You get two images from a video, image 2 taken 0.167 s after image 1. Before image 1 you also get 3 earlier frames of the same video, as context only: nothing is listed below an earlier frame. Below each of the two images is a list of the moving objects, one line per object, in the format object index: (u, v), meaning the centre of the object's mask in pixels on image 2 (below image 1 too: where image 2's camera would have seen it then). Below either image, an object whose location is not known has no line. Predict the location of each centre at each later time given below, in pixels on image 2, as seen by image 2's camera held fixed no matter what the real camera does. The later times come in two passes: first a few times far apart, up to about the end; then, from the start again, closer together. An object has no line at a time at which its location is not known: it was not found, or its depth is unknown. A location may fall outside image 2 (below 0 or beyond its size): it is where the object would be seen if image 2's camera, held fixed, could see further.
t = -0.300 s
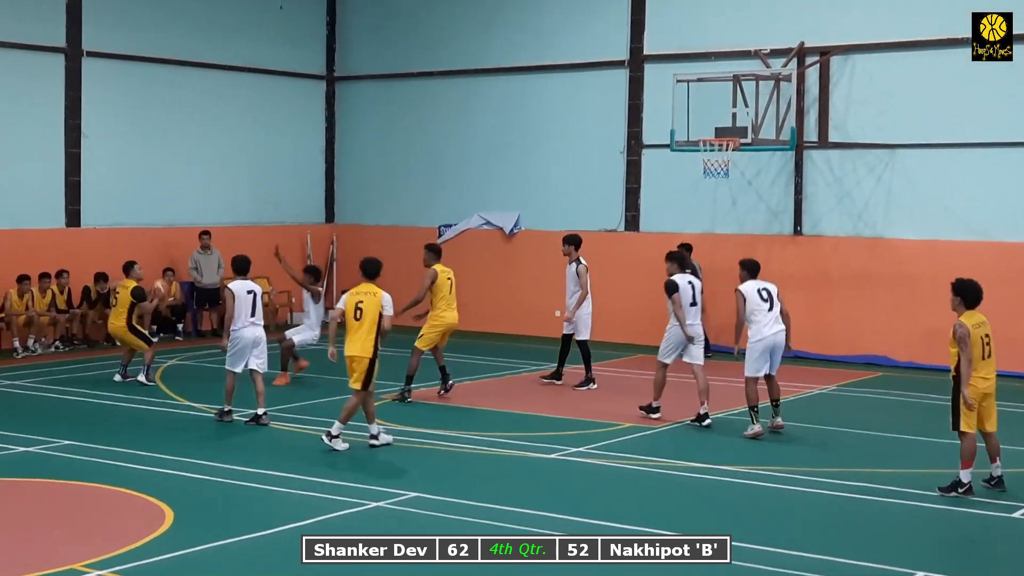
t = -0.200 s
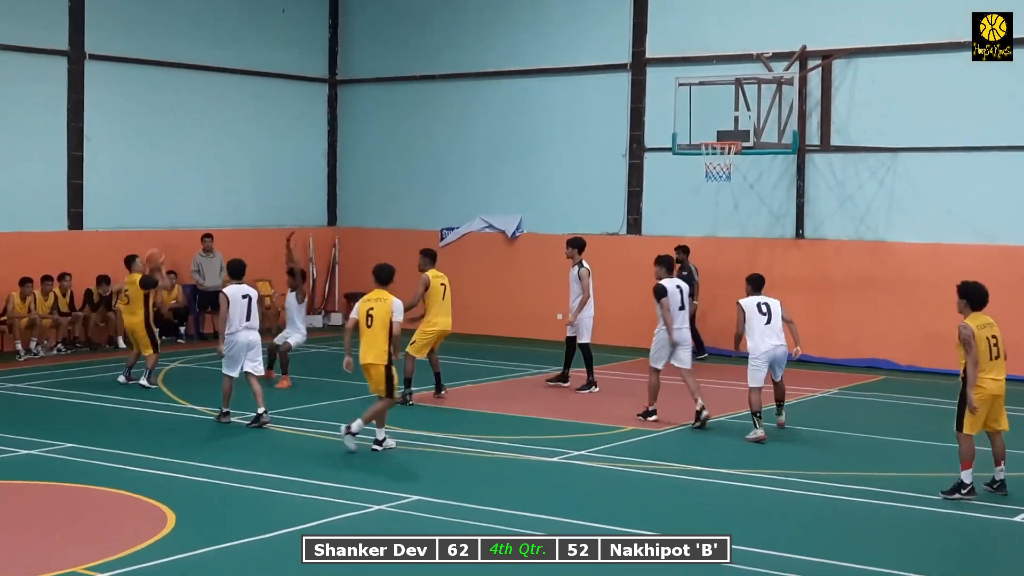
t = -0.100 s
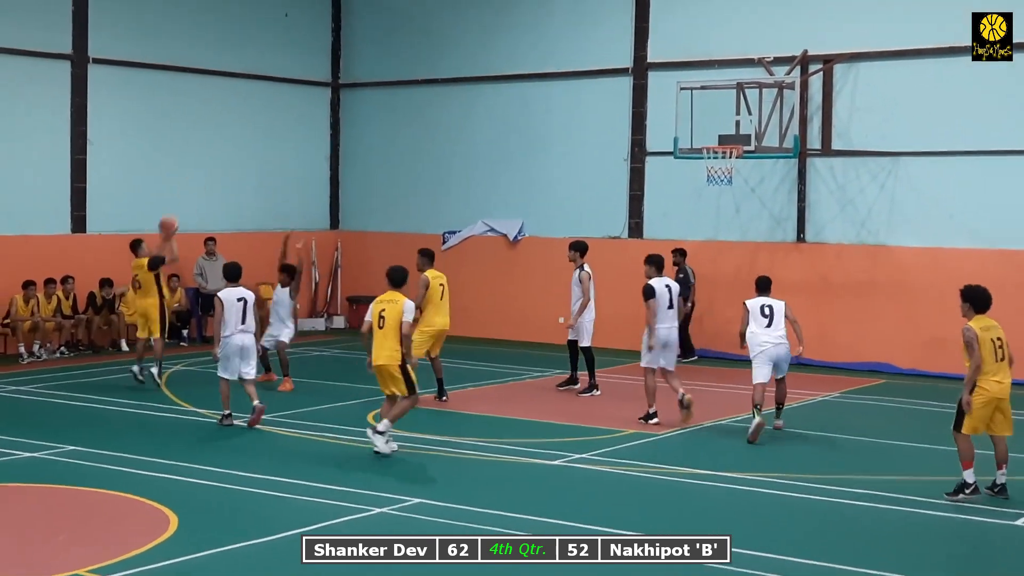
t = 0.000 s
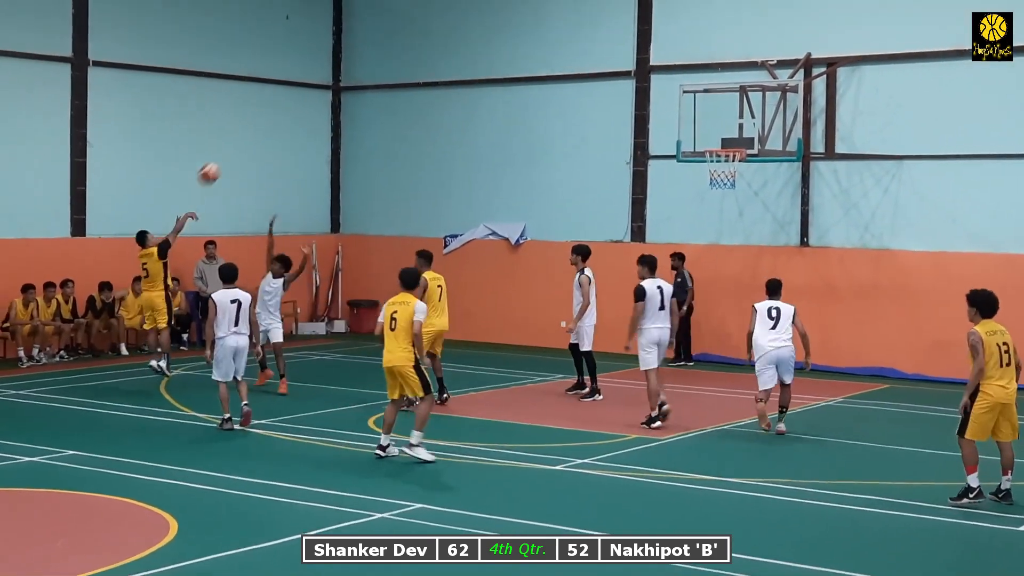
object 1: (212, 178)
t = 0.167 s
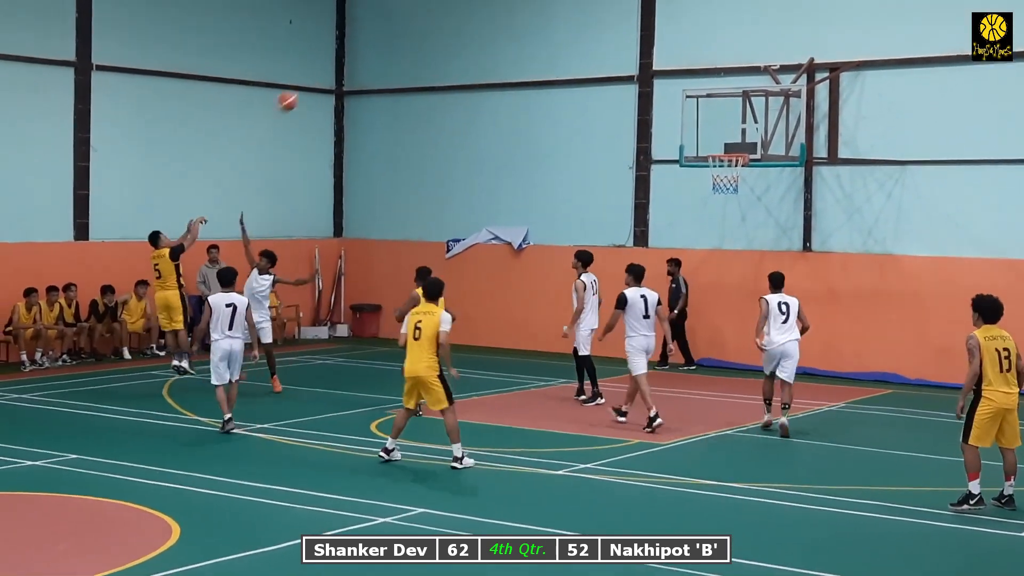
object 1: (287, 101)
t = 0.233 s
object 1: (317, 76)
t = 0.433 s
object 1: (403, 27)
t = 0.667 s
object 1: (498, 10)
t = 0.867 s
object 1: (575, 29)
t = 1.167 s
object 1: (685, 110)
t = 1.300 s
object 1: (731, 165)
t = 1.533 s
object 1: (762, 208)
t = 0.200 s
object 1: (302, 88)
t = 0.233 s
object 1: (317, 76)
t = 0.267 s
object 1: (332, 66)
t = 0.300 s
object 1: (346, 57)
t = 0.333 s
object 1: (360, 48)
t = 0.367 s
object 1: (375, 40)
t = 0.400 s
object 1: (389, 33)
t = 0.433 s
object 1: (403, 27)
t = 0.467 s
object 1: (417, 22)
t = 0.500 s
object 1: (430, 18)
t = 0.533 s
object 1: (444, 14)
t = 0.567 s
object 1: (458, 12)
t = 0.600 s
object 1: (471, 10)
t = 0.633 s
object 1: (484, 9)
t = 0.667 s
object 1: (498, 10)
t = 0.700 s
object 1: (510, 11)
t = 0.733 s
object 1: (523, 12)
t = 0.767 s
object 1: (536, 15)
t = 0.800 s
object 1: (549, 19)
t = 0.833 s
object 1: (562, 23)
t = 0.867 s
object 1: (575, 29)
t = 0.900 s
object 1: (588, 34)
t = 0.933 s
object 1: (600, 41)
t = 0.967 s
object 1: (612, 49)
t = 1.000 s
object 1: (625, 57)
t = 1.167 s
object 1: (685, 110)
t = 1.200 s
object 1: (698, 123)
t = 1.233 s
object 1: (708, 136)
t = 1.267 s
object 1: (720, 150)
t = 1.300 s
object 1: (731, 165)
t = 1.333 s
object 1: (739, 176)
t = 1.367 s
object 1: (744, 178)
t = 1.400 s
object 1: (747, 183)
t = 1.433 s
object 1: (751, 188)
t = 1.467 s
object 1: (755, 195)
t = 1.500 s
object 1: (759, 201)
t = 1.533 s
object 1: (762, 208)
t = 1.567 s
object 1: (766, 216)
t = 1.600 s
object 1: (770, 226)
